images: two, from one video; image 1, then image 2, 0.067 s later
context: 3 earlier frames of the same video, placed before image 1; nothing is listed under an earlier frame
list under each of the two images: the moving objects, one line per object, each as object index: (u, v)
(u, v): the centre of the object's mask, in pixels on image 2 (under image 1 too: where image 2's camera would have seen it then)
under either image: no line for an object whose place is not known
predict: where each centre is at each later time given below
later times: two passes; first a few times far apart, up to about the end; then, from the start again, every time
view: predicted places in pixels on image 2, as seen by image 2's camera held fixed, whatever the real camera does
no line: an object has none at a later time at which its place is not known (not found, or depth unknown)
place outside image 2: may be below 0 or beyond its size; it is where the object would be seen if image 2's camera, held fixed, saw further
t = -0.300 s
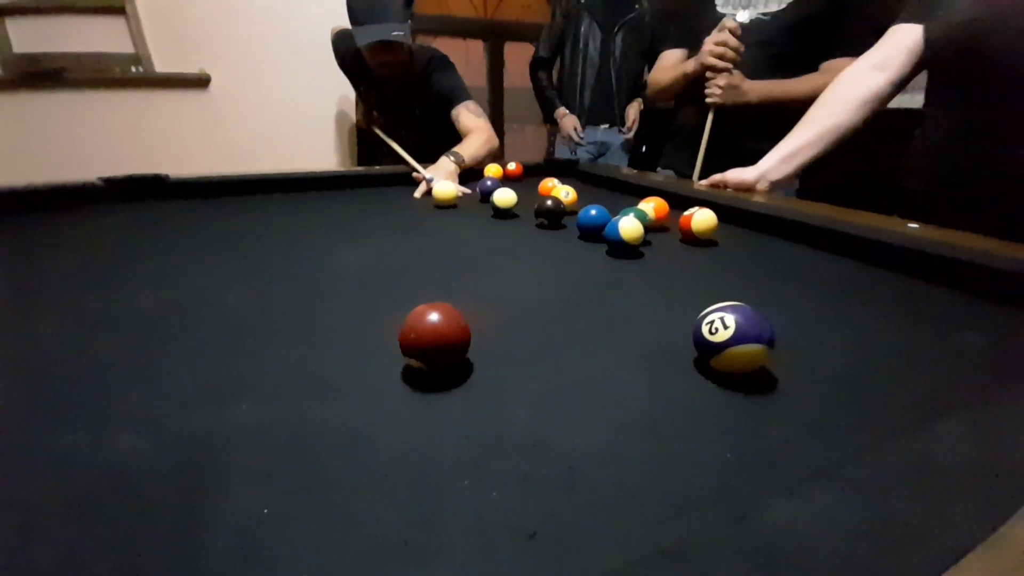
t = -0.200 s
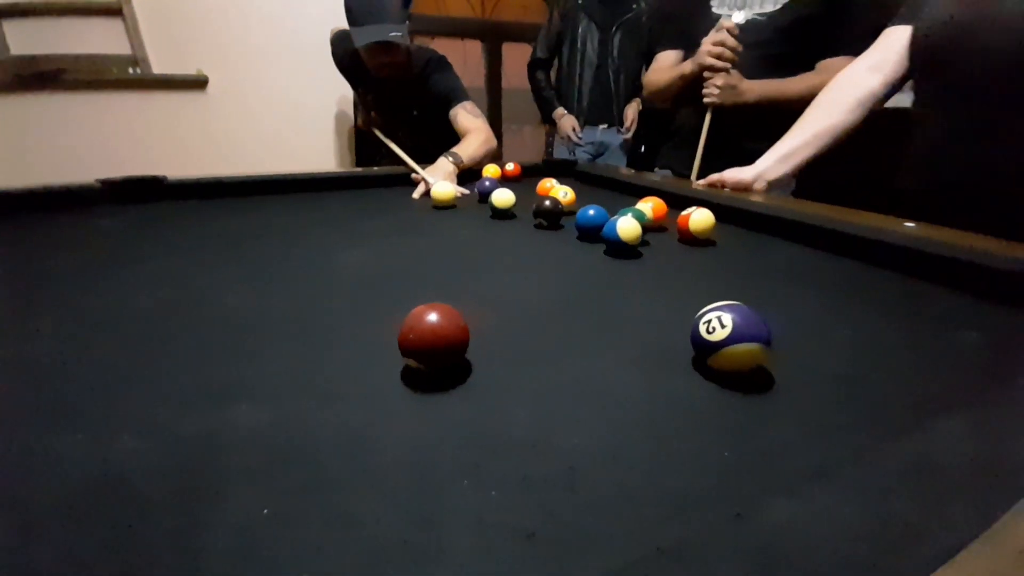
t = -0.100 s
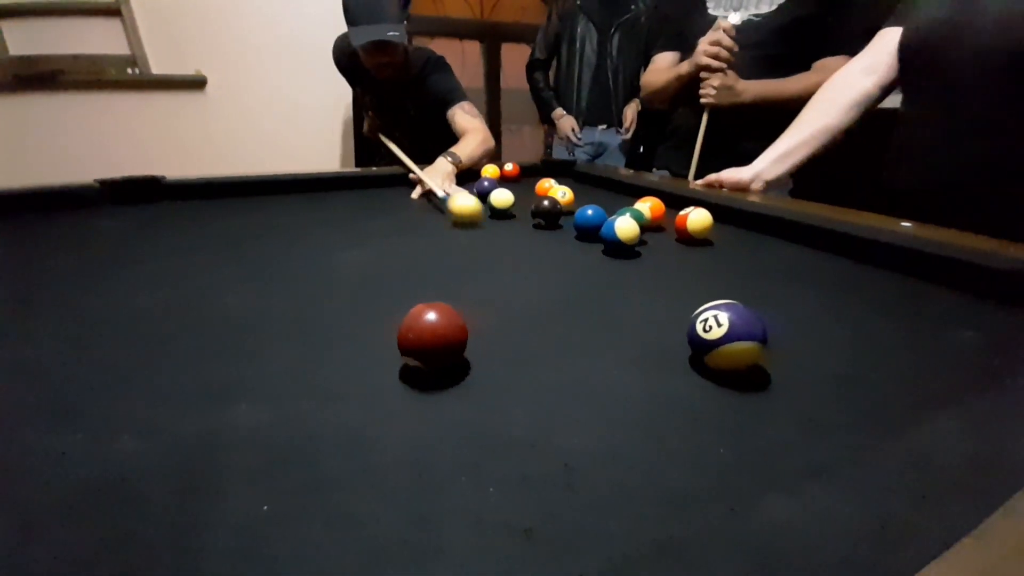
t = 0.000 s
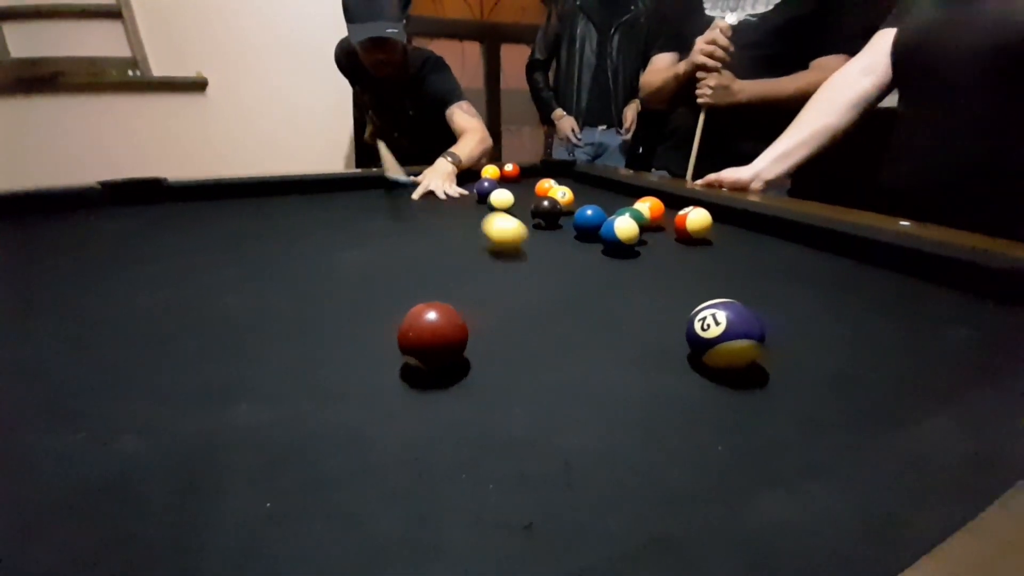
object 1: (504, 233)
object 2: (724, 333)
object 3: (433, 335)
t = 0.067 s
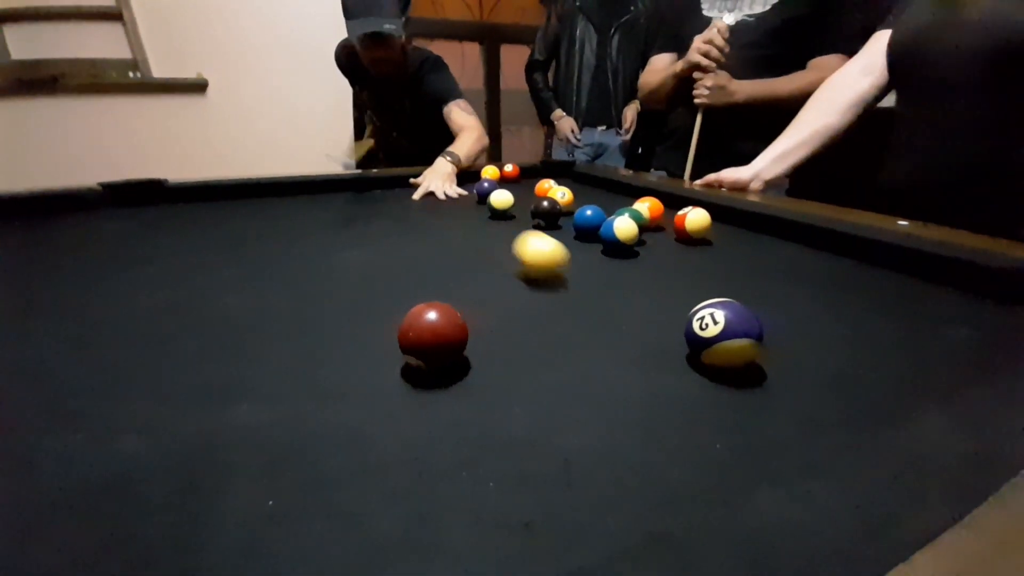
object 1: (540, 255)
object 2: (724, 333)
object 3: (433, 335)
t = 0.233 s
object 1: (655, 357)
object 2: (772, 337)
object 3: (433, 335)
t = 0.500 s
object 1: (472, 363)
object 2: (924, 325)
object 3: (425, 327)
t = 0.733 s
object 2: (915, 291)
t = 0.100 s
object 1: (563, 269)
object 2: (723, 333)
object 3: (433, 335)
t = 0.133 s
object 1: (589, 286)
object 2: (723, 333)
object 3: (433, 335)
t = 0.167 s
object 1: (622, 306)
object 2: (723, 333)
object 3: (433, 335)
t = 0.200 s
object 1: (649, 333)
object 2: (734, 334)
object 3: (433, 335)
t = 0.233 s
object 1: (655, 357)
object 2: (772, 337)
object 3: (433, 335)
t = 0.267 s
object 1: (666, 392)
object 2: (814, 343)
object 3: (433, 334)
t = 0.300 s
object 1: (683, 436)
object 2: (856, 348)
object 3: (433, 334)
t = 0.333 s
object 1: (656, 444)
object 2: (891, 352)
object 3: (433, 334)
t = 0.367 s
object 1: (604, 418)
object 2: (916, 355)
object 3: (433, 334)
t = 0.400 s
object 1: (561, 399)
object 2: (931, 351)
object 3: (432, 334)
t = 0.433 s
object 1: (525, 382)
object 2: (928, 338)
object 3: (432, 334)
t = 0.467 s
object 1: (494, 370)
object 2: (927, 329)
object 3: (430, 332)
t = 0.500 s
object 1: (472, 363)
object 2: (924, 325)
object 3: (425, 327)
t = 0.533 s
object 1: (463, 364)
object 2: (924, 324)
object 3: (415, 322)
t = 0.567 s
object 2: (923, 318)
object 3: (406, 315)
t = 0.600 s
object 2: (922, 309)
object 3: (397, 311)
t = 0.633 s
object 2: (919, 301)
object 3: (389, 304)
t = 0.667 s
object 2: (919, 301)
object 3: (382, 299)
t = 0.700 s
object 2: (917, 296)
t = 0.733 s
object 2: (915, 291)
